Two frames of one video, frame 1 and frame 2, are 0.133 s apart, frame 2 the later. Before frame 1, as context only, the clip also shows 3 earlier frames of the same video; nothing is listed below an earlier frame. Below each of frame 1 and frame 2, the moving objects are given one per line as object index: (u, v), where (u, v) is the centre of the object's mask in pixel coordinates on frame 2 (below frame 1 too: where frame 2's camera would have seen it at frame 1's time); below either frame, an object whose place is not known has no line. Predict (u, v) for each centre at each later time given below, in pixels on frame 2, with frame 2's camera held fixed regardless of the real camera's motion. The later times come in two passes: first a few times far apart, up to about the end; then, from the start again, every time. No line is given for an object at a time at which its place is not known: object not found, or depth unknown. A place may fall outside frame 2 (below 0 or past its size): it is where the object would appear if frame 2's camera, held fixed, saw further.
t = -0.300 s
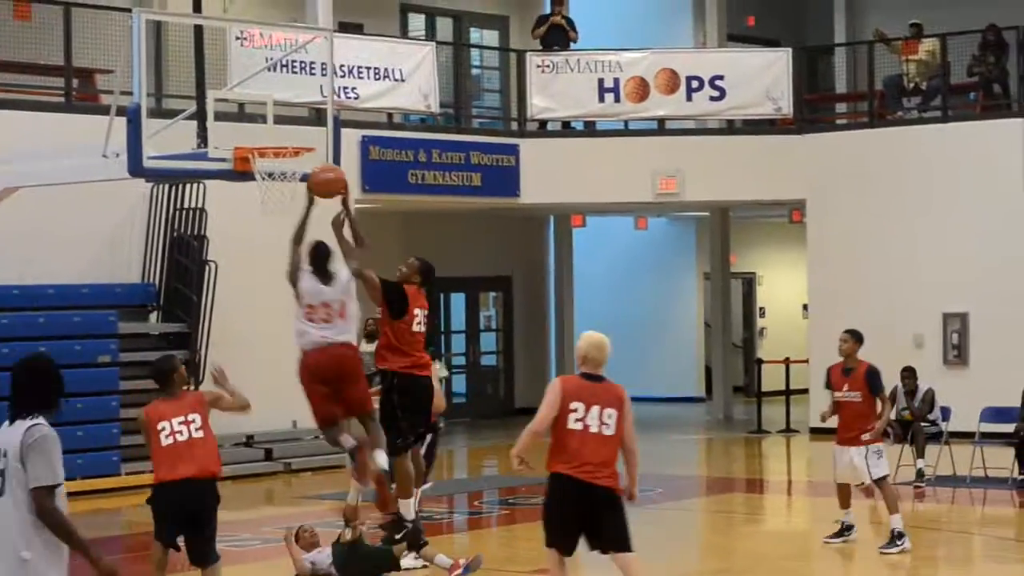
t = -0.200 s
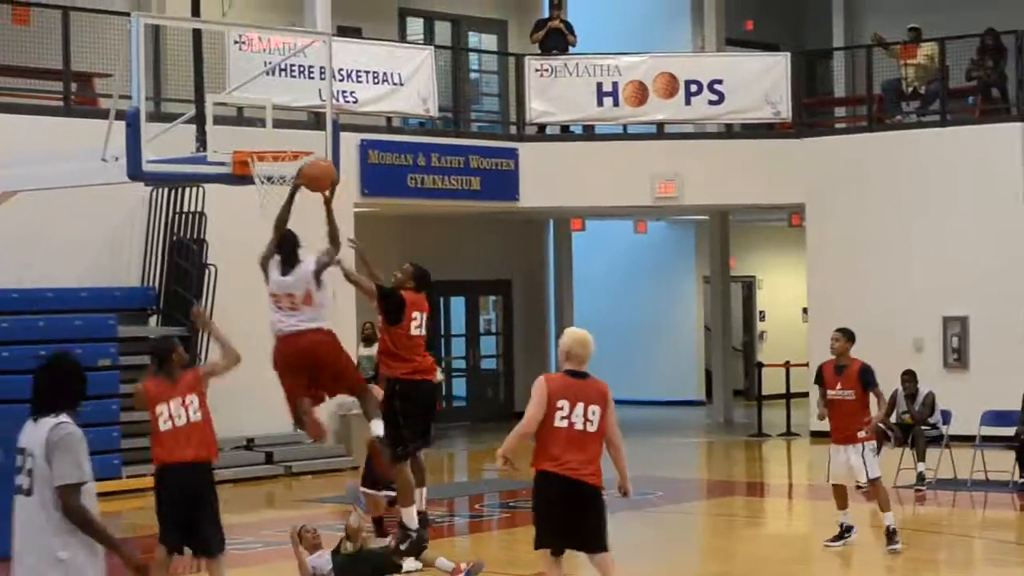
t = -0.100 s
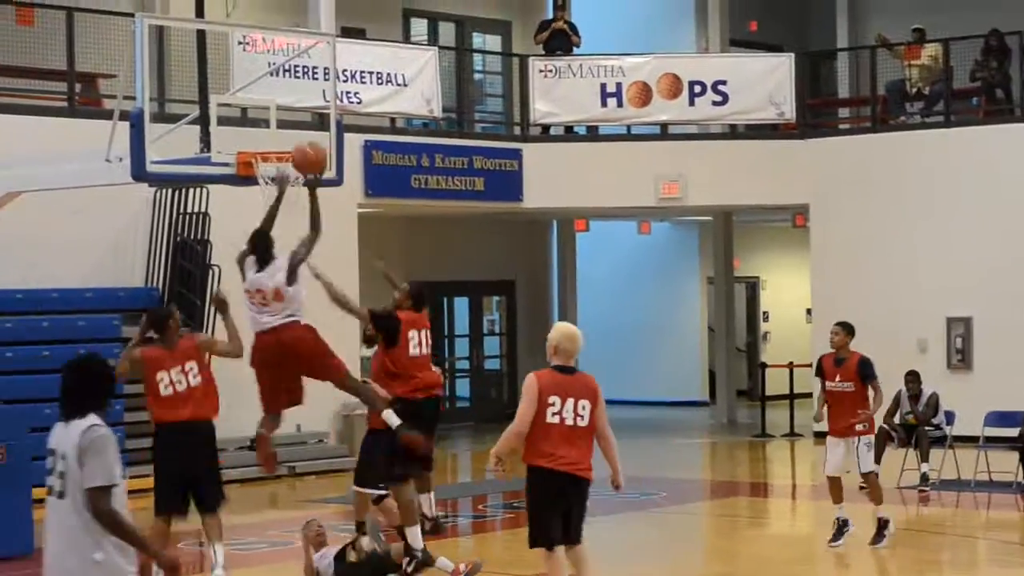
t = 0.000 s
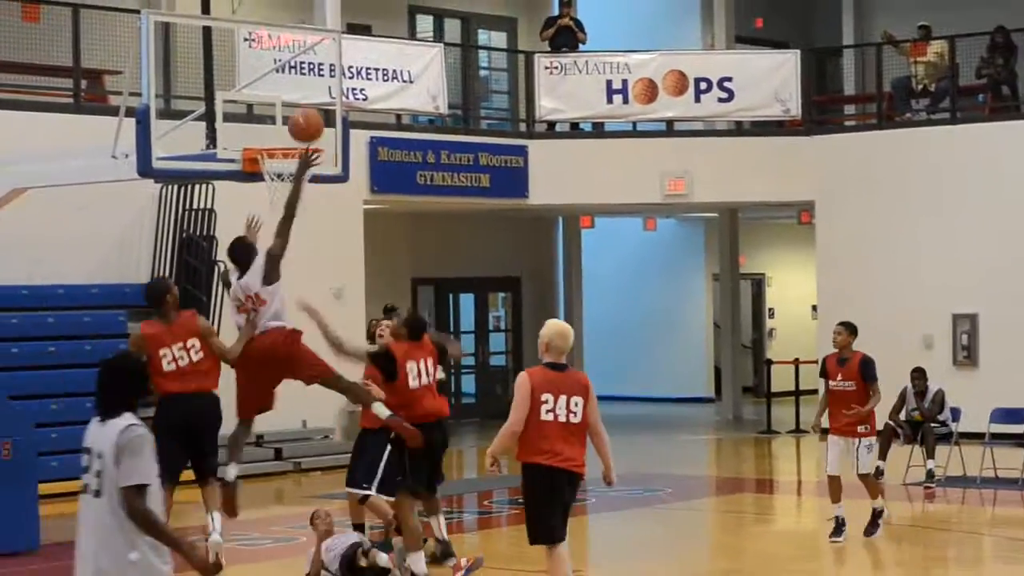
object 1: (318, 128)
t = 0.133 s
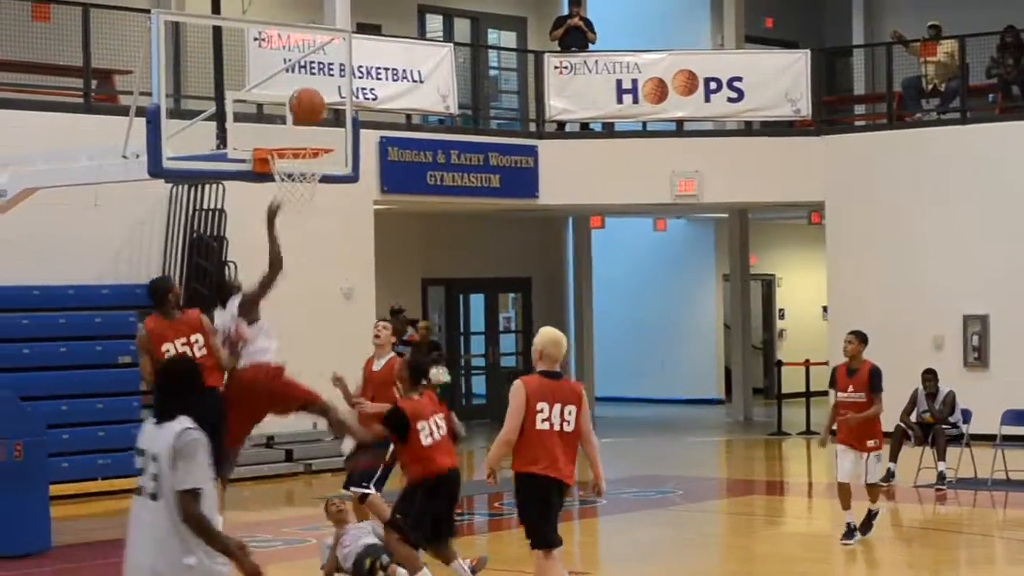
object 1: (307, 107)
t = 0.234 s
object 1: (301, 105)
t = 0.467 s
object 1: (290, 162)
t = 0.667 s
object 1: (296, 225)
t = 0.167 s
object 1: (305, 104)
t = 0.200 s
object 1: (303, 104)
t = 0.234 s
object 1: (301, 105)
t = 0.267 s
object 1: (299, 108)
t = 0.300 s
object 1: (297, 113)
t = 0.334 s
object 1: (297, 120)
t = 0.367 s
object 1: (293, 129)
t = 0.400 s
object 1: (291, 136)
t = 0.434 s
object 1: (290, 149)
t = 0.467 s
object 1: (290, 162)
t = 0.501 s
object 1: (286, 173)
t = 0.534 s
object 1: (288, 185)
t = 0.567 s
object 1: (289, 192)
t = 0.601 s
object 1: (291, 202)
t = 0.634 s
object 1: (293, 212)
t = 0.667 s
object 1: (296, 225)
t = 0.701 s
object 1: (297, 239)
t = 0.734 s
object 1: (299, 253)
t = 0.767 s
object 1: (301, 271)
